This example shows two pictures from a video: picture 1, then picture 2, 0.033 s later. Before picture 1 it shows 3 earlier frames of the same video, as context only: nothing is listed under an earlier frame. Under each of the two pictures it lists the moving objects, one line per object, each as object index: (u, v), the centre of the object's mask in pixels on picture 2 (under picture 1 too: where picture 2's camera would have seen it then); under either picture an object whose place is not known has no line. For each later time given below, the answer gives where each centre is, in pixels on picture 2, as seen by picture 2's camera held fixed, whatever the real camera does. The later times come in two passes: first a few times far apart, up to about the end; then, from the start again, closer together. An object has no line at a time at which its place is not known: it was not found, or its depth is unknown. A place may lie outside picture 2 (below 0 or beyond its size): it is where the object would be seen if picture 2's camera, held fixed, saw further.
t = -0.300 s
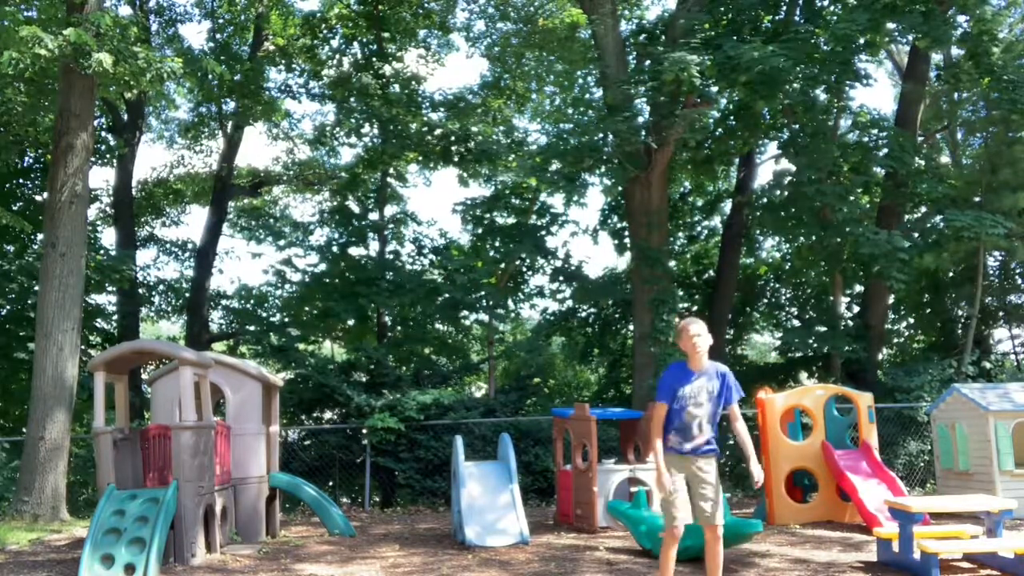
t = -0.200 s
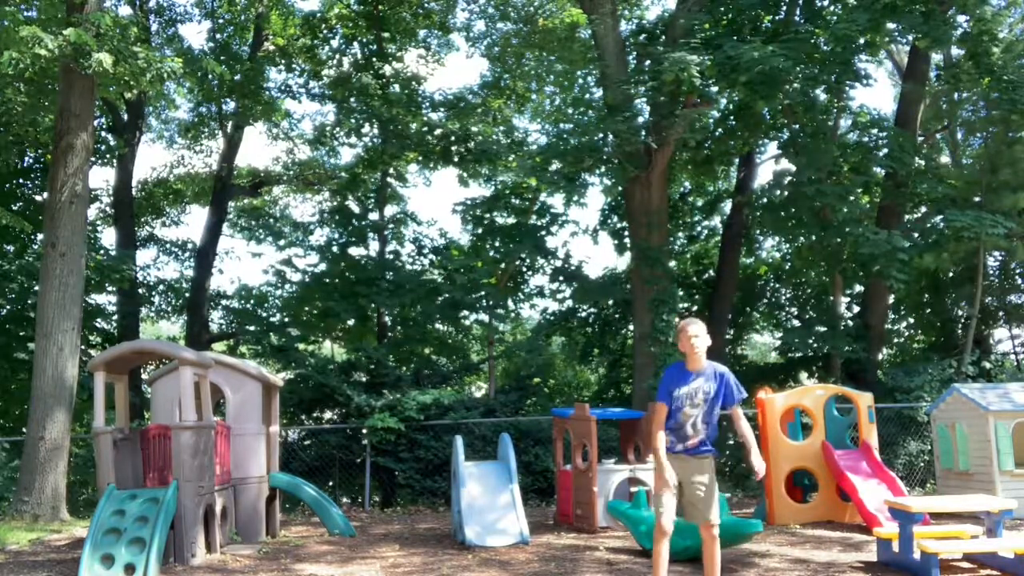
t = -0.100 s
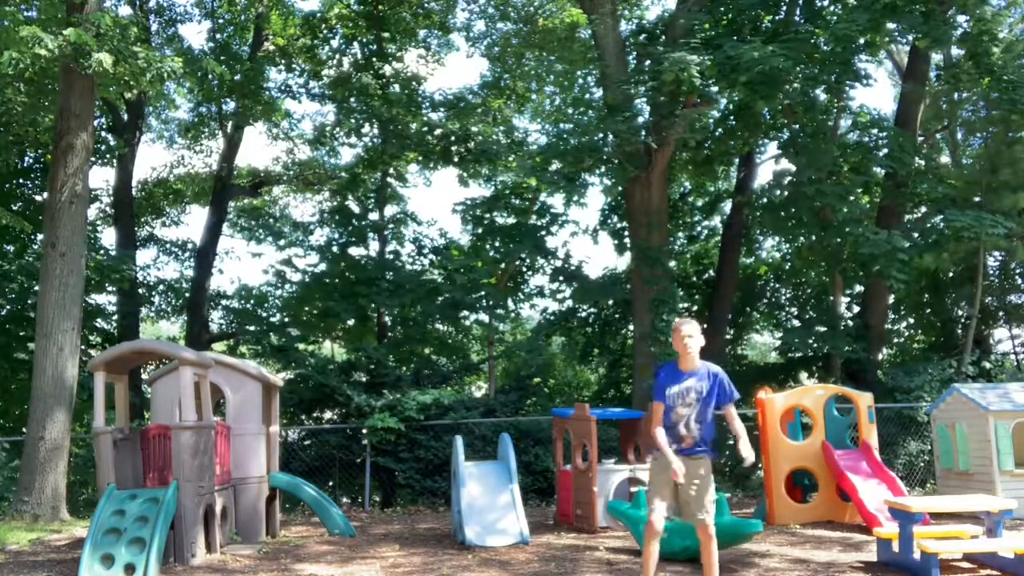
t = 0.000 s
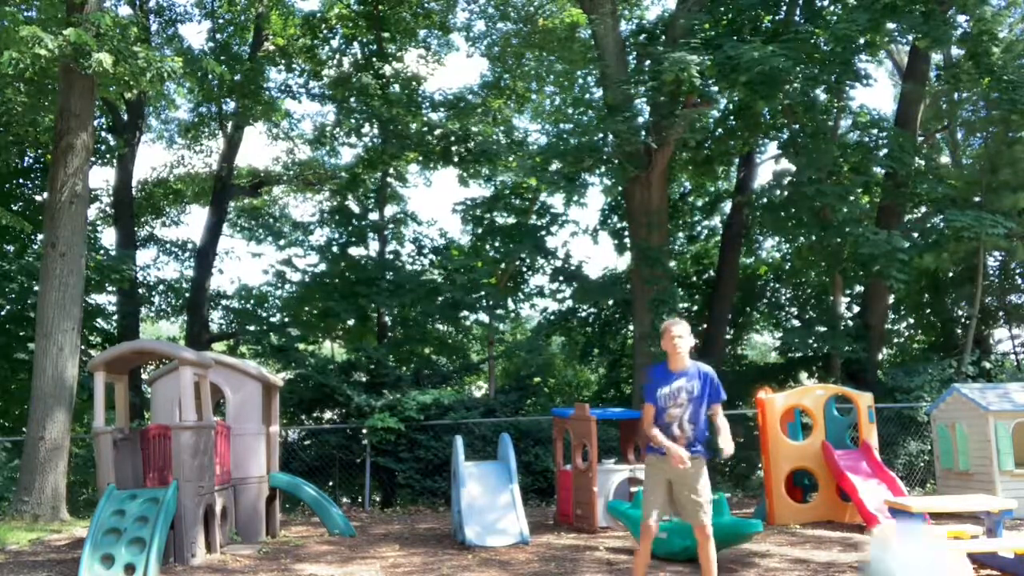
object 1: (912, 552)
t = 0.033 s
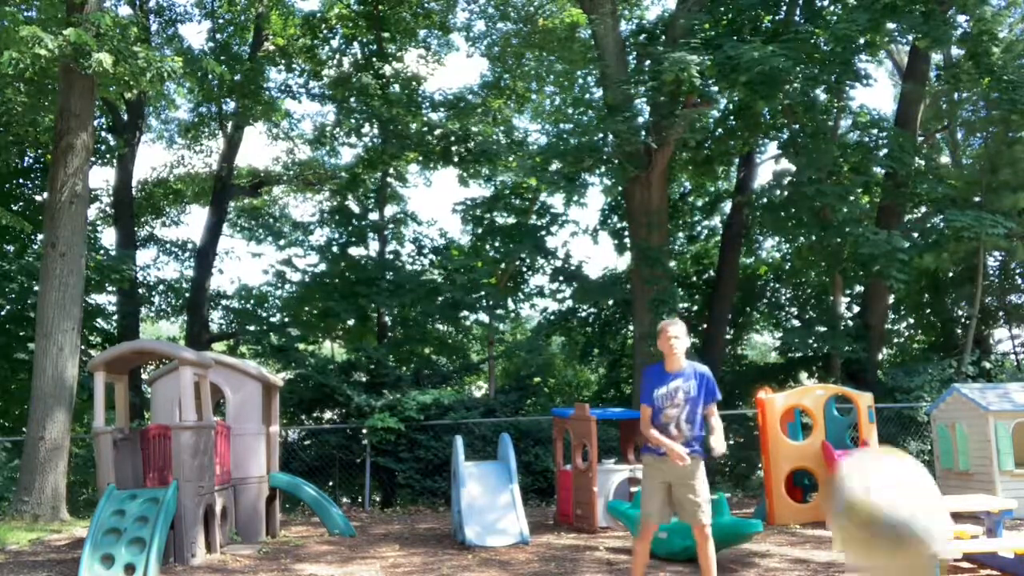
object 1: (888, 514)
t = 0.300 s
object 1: (744, 260)
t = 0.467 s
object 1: (698, 266)
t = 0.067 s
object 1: (861, 450)
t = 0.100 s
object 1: (839, 400)
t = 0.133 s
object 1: (818, 356)
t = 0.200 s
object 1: (783, 300)
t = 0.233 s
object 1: (768, 282)
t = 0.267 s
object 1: (756, 269)
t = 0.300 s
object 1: (744, 260)
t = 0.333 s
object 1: (733, 254)
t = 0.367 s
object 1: (723, 252)
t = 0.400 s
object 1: (714, 253)
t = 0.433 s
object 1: (706, 258)
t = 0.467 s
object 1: (698, 266)
